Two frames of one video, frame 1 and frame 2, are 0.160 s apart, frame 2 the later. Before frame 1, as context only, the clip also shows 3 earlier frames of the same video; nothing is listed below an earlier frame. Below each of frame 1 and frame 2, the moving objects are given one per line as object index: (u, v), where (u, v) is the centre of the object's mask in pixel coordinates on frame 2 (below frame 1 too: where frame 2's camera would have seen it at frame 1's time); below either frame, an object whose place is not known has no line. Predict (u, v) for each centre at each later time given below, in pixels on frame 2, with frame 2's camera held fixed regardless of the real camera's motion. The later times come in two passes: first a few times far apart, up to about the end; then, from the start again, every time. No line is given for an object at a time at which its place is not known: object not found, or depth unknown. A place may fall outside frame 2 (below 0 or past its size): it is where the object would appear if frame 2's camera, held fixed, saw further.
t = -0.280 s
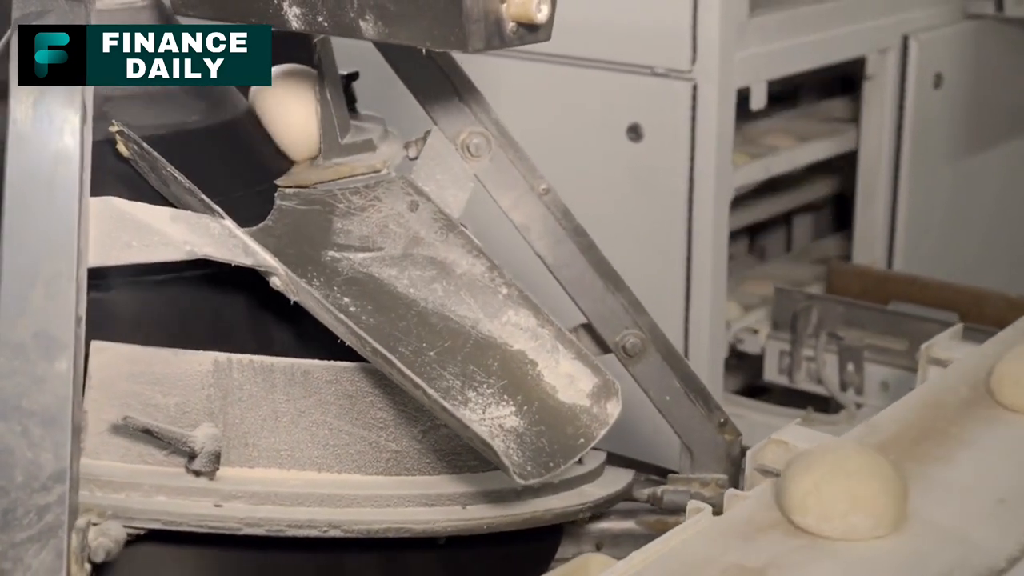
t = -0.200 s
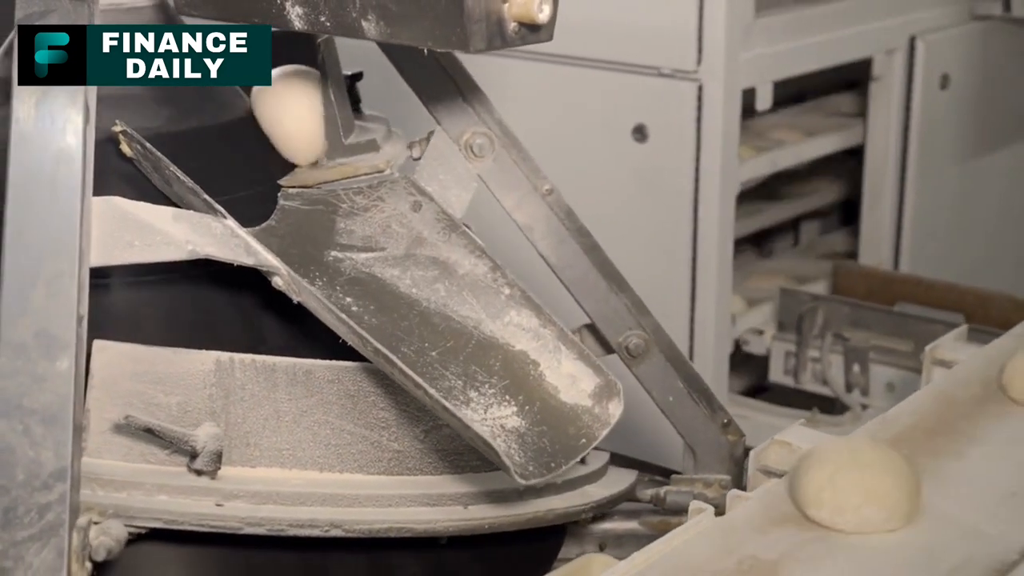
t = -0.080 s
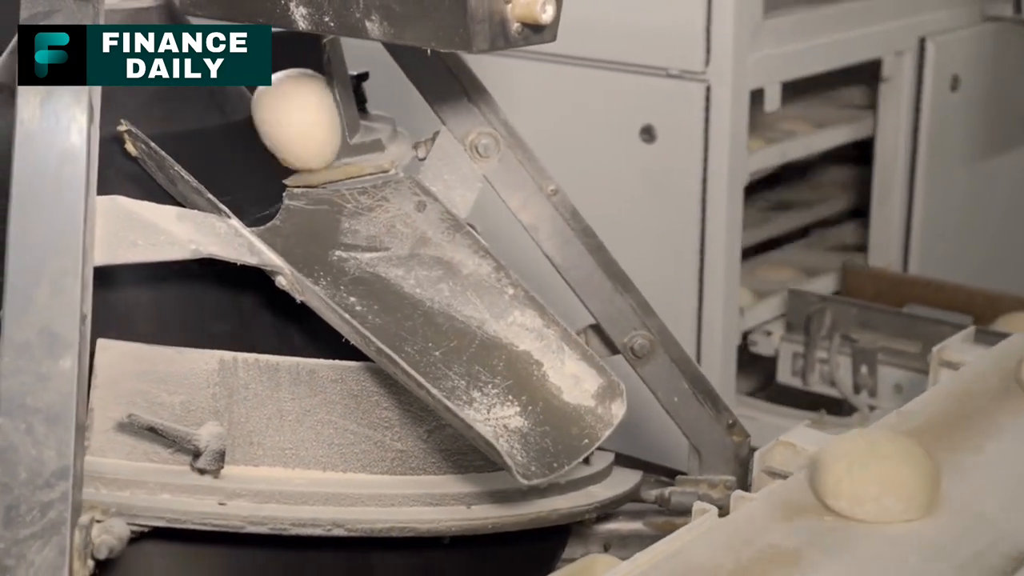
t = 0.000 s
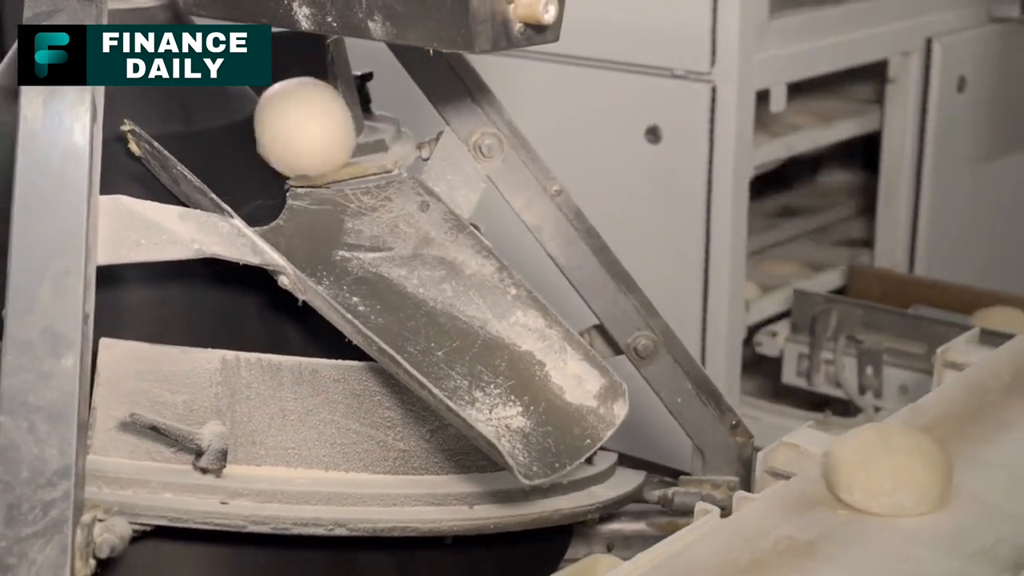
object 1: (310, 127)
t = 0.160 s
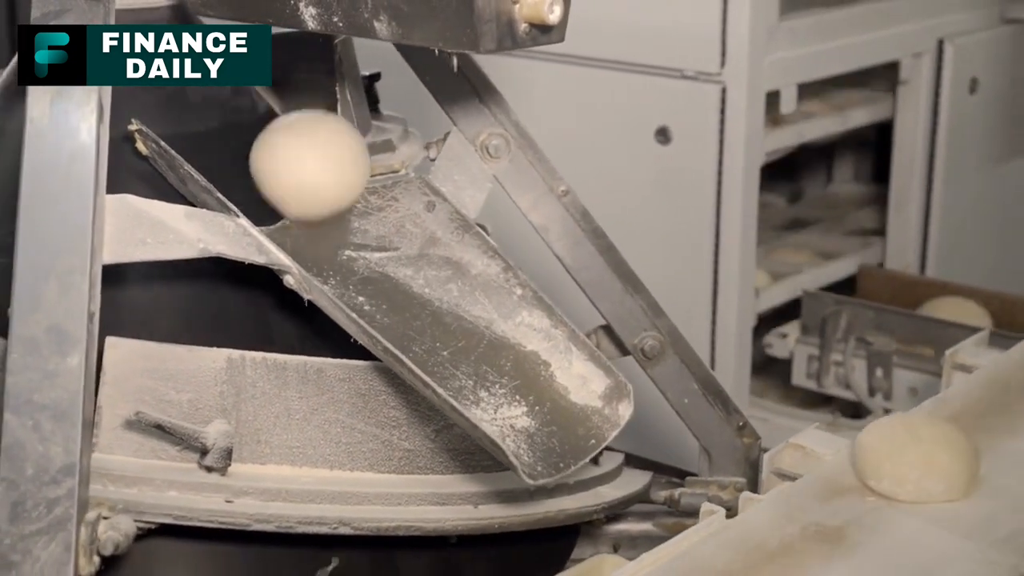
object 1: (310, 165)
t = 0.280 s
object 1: (304, 207)
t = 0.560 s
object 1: (419, 301)
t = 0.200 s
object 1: (306, 182)
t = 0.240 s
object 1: (303, 197)
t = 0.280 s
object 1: (304, 207)
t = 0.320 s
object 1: (310, 217)
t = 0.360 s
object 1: (320, 231)
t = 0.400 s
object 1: (334, 245)
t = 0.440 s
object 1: (351, 259)
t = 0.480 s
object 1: (372, 271)
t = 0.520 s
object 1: (395, 285)
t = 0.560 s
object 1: (419, 301)
